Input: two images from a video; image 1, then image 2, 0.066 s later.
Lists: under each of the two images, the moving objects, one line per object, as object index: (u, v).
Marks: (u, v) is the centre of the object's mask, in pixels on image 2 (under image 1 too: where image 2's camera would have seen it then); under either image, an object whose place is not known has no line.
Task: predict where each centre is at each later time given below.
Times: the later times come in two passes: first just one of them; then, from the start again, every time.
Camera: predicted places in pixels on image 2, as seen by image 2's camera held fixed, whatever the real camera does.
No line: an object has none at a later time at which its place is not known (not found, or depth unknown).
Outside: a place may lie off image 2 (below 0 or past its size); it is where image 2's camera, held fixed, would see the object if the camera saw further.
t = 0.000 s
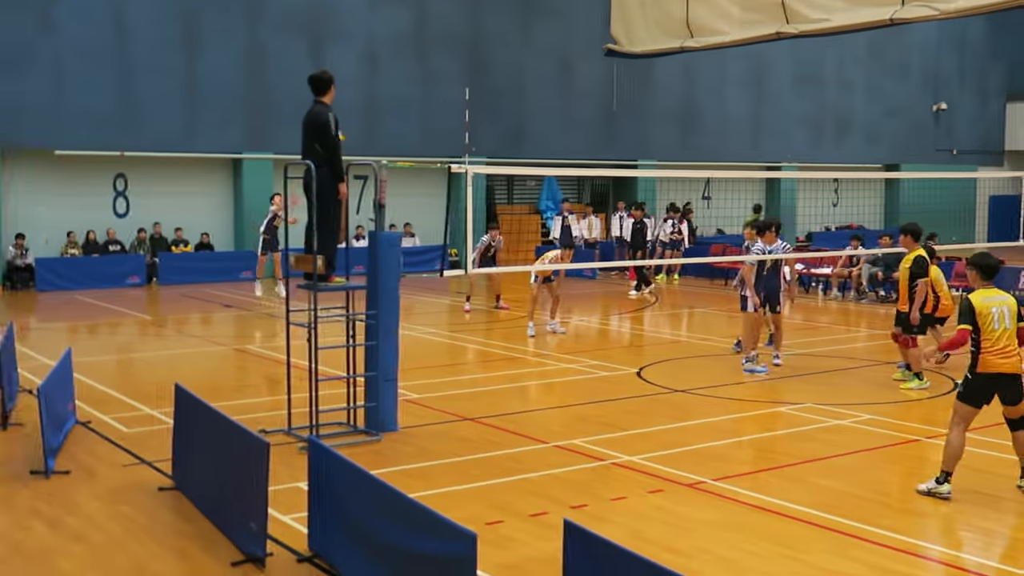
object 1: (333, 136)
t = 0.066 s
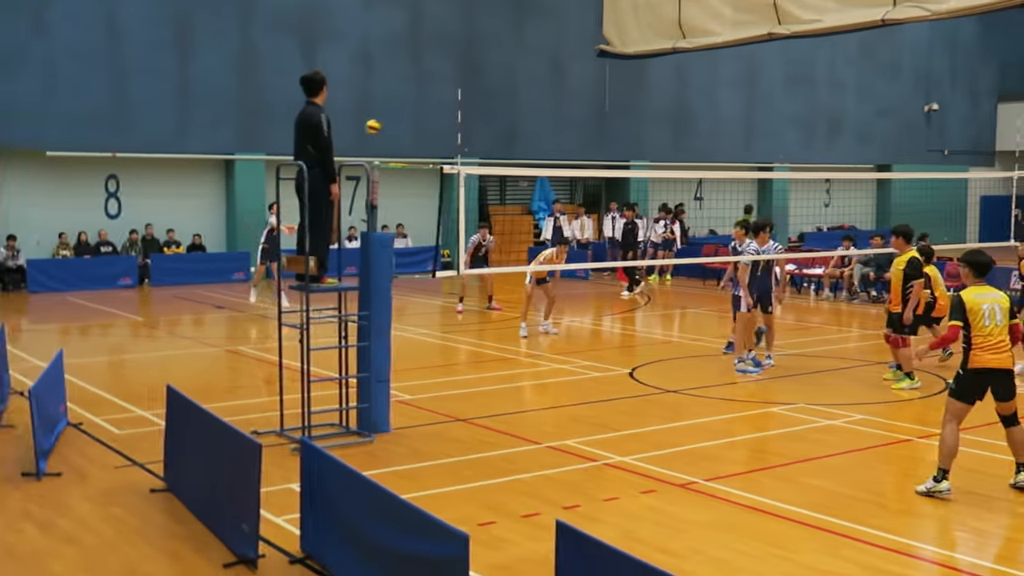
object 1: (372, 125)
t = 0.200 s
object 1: (460, 106)
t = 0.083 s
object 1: (383, 122)
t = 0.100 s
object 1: (394, 119)
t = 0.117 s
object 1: (405, 117)
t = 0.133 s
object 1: (417, 114)
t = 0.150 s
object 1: (428, 112)
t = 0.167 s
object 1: (438, 110)
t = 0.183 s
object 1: (449, 107)
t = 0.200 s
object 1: (460, 106)
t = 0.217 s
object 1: (472, 104)
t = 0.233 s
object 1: (483, 102)
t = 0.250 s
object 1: (495, 101)
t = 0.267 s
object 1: (508, 101)
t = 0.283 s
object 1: (520, 100)
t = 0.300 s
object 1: (531, 99)
